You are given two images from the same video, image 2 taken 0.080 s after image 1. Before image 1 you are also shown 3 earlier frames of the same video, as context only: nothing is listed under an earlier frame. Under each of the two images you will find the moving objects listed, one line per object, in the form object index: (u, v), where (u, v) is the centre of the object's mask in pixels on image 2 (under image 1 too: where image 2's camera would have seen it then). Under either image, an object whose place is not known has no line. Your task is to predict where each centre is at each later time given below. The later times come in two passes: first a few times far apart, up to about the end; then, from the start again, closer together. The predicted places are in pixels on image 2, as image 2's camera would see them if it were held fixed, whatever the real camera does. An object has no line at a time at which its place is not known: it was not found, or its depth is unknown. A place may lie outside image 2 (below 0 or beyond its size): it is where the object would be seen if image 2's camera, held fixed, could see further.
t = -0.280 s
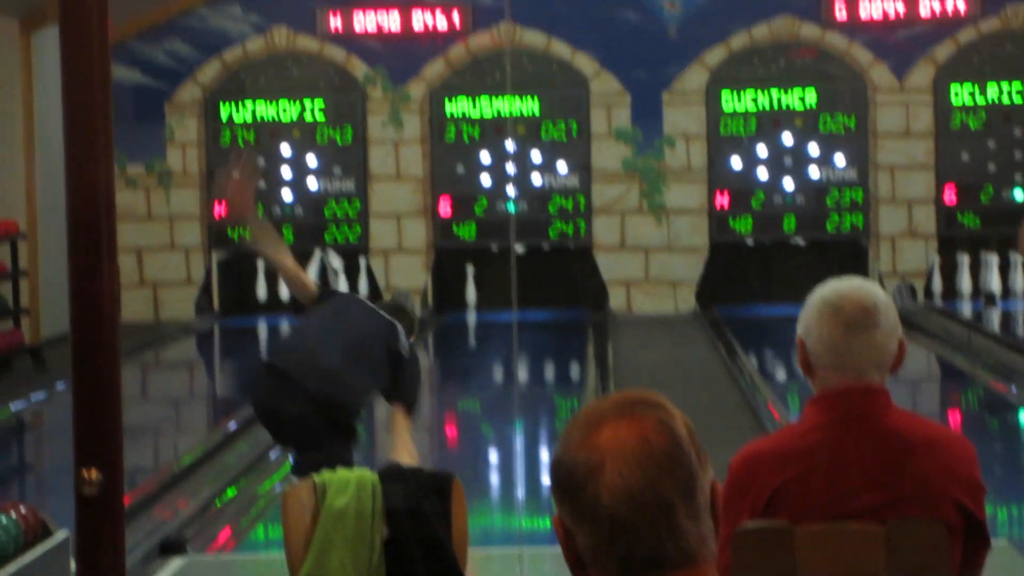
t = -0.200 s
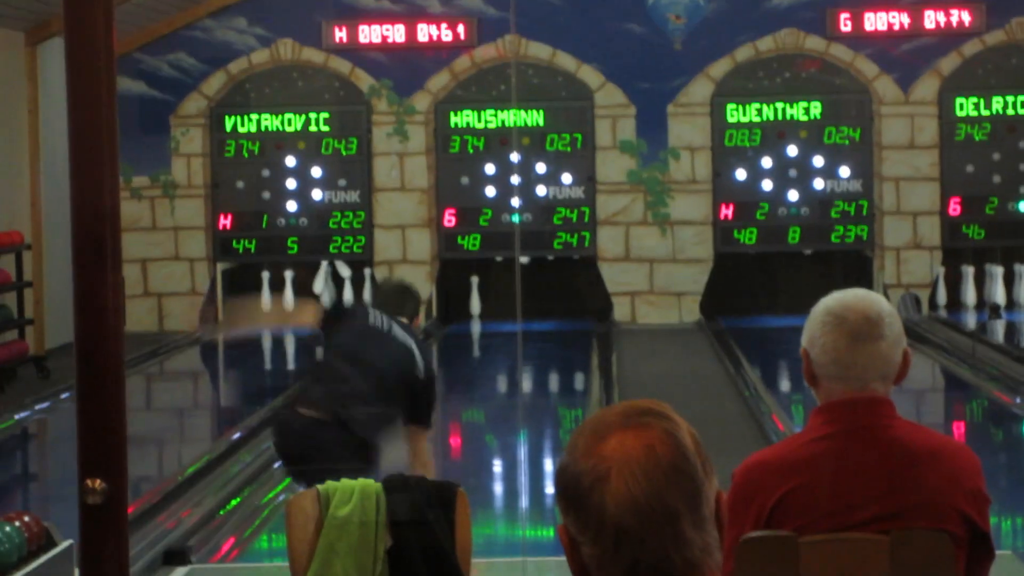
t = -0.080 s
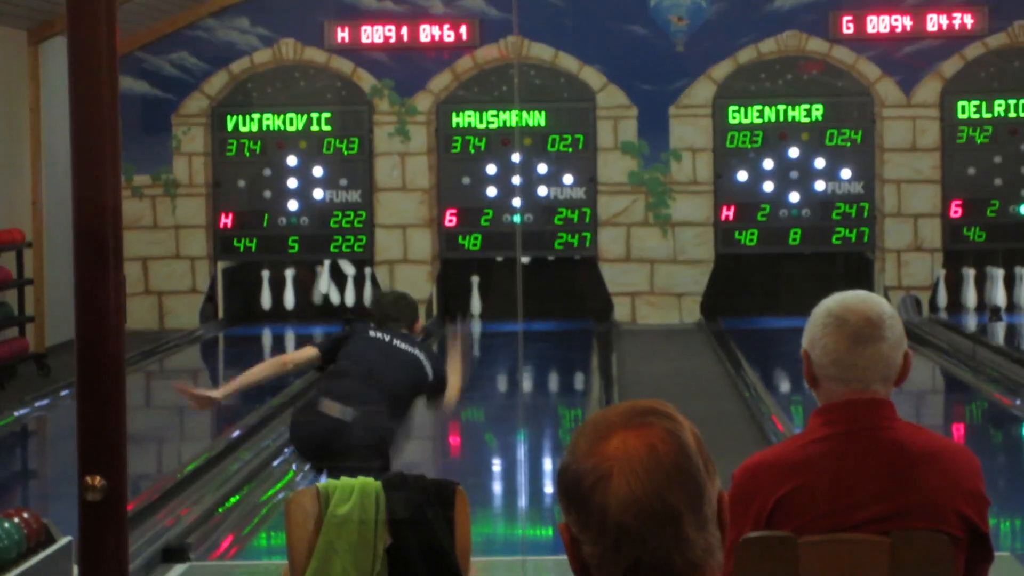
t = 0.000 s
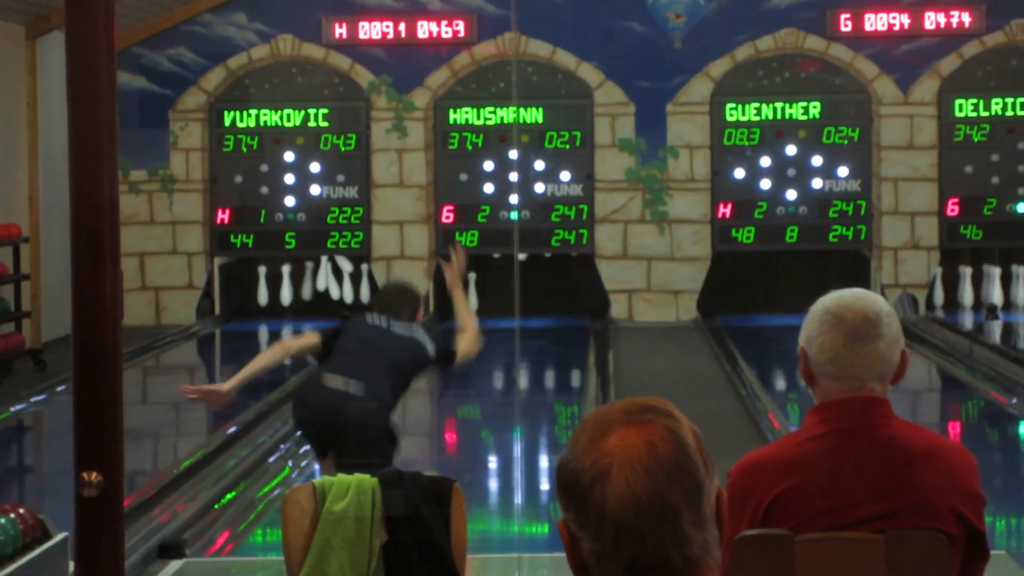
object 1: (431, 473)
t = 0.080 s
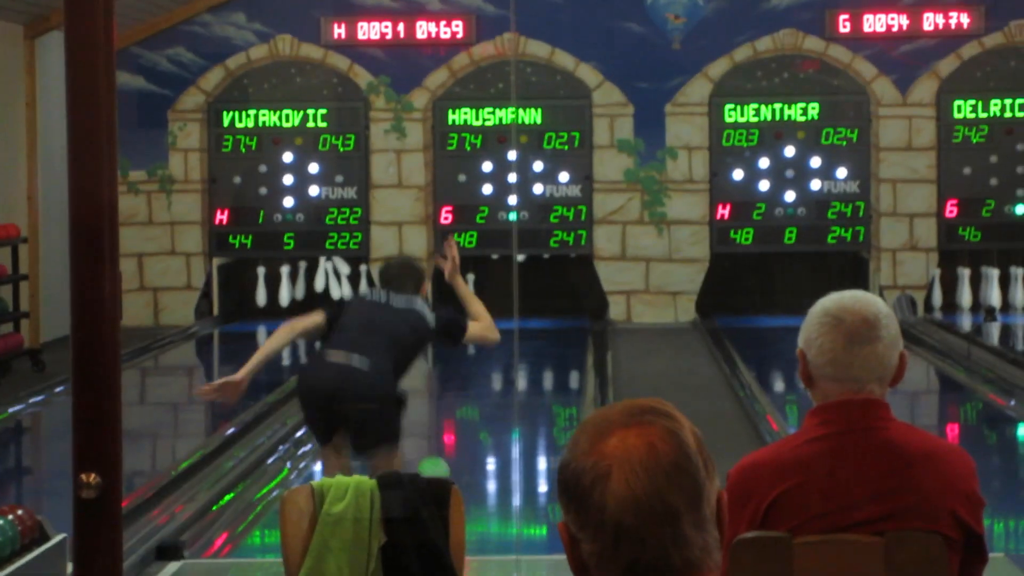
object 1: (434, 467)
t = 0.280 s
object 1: (442, 431)
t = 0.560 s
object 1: (449, 389)
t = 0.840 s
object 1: (454, 358)
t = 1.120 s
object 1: (456, 336)
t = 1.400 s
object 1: (458, 318)
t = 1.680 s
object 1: (457, 306)
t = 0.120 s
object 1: (435, 462)
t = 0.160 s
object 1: (437, 456)
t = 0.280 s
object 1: (442, 431)
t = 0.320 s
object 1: (443, 424)
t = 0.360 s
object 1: (445, 416)
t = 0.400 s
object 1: (446, 410)
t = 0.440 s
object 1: (447, 404)
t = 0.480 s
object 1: (448, 399)
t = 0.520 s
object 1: (449, 394)
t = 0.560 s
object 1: (449, 389)
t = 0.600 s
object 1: (450, 384)
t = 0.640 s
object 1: (451, 378)
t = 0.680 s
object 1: (452, 375)
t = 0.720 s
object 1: (453, 370)
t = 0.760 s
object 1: (453, 366)
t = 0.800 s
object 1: (453, 362)
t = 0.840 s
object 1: (454, 358)
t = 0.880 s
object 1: (454, 355)
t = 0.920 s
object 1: (454, 352)
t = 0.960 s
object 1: (454, 348)
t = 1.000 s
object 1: (454, 344)
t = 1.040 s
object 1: (454, 341)
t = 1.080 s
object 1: (455, 339)
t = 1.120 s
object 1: (456, 336)
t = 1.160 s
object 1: (456, 333)
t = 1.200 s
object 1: (456, 330)
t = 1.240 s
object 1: (456, 328)
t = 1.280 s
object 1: (457, 326)
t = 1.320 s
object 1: (457, 323)
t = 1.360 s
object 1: (458, 321)
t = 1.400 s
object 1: (458, 318)
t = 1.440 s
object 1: (458, 317)
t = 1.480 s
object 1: (458, 315)
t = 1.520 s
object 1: (458, 313)
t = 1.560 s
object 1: (458, 311)
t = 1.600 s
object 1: (458, 309)
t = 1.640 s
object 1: (458, 308)
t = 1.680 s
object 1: (457, 306)
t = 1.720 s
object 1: (451, 304)
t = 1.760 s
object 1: (449, 303)
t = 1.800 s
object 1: (452, 303)
